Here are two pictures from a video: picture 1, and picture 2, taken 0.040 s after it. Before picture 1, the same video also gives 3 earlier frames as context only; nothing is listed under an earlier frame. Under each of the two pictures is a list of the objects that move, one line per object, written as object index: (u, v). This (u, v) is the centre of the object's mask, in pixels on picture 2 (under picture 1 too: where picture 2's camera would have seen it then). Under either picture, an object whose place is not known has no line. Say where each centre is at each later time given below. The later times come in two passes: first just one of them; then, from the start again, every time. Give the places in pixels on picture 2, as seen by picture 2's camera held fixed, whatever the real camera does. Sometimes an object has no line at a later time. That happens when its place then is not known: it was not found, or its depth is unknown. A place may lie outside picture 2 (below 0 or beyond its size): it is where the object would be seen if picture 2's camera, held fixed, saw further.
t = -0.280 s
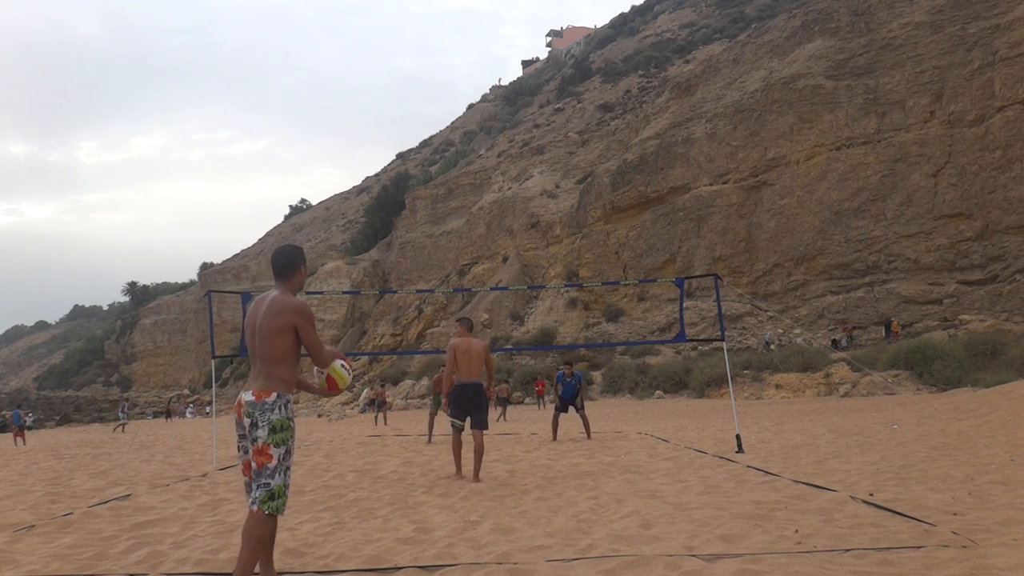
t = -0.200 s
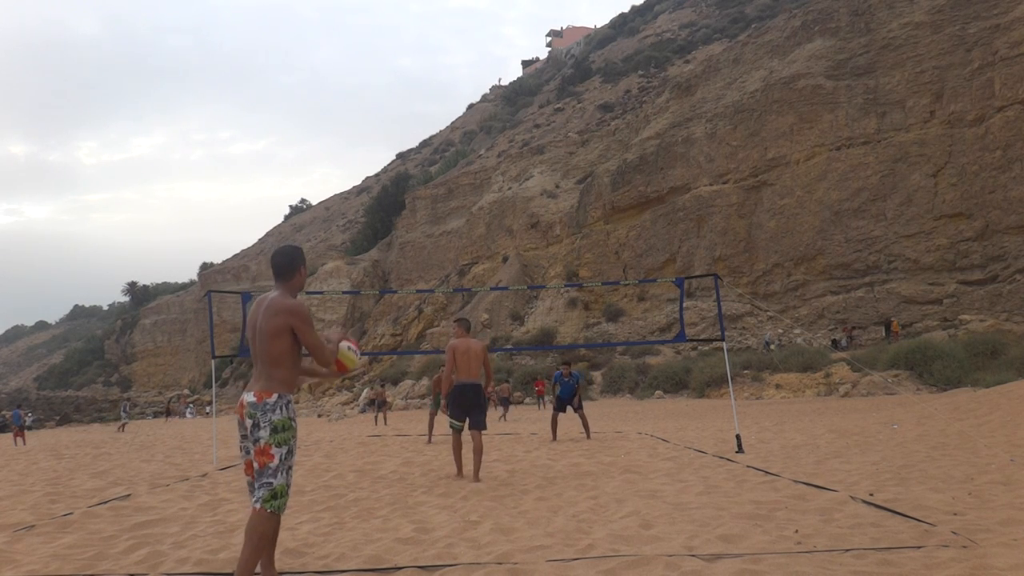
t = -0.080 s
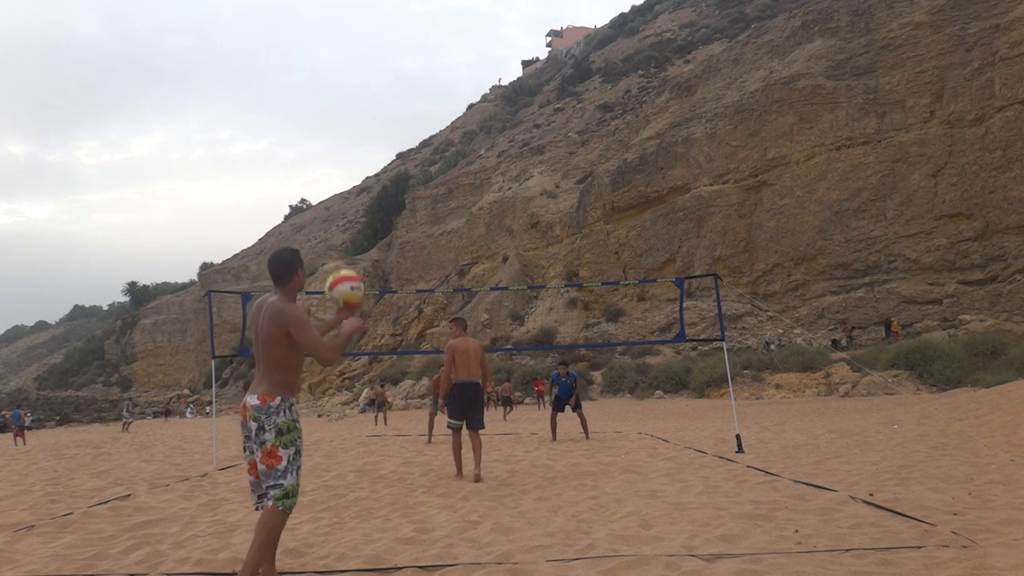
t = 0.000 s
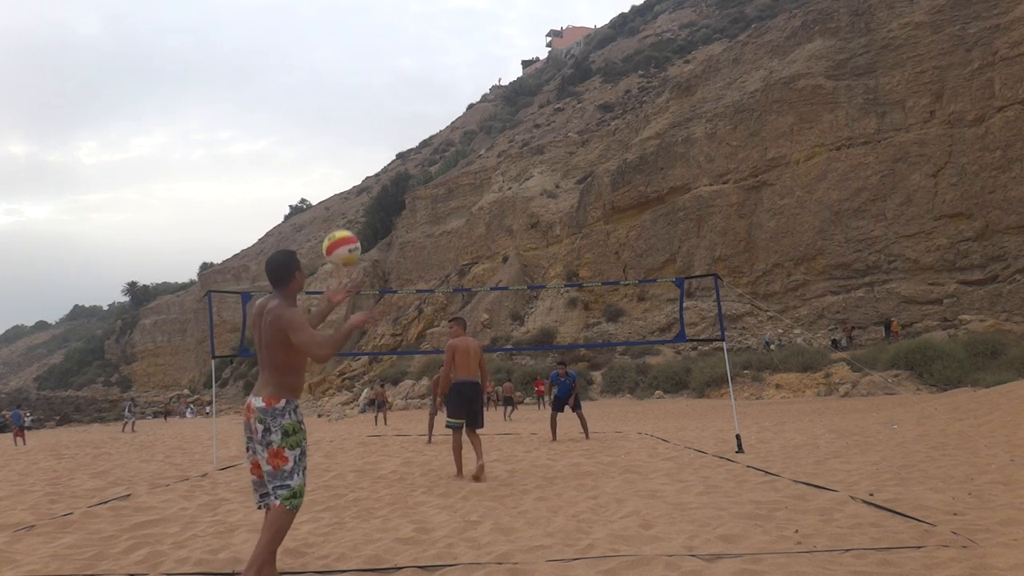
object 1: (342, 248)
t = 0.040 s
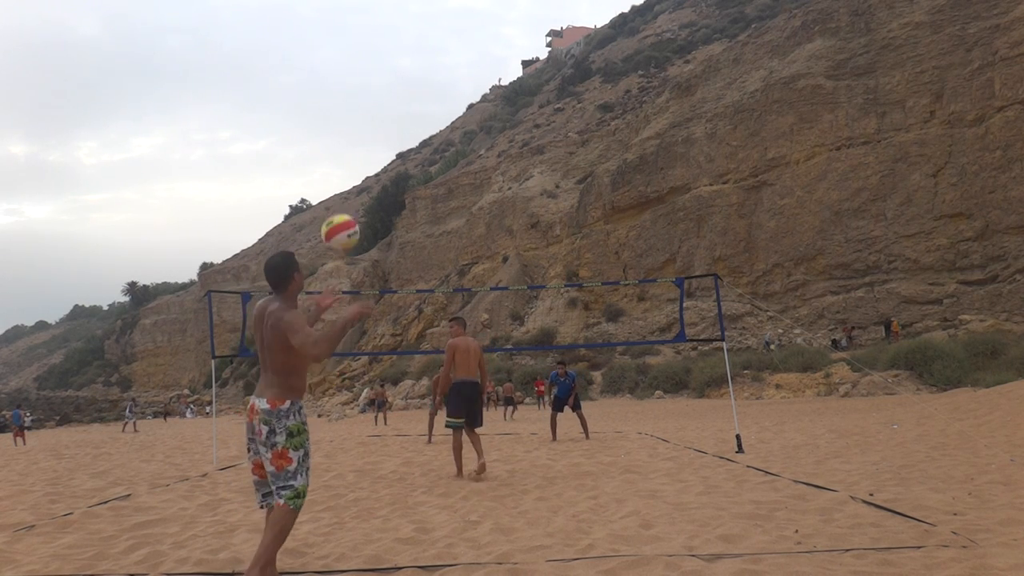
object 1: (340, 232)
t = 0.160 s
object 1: (335, 200)
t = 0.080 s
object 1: (339, 218)
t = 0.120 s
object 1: (337, 207)
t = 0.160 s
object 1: (335, 200)
